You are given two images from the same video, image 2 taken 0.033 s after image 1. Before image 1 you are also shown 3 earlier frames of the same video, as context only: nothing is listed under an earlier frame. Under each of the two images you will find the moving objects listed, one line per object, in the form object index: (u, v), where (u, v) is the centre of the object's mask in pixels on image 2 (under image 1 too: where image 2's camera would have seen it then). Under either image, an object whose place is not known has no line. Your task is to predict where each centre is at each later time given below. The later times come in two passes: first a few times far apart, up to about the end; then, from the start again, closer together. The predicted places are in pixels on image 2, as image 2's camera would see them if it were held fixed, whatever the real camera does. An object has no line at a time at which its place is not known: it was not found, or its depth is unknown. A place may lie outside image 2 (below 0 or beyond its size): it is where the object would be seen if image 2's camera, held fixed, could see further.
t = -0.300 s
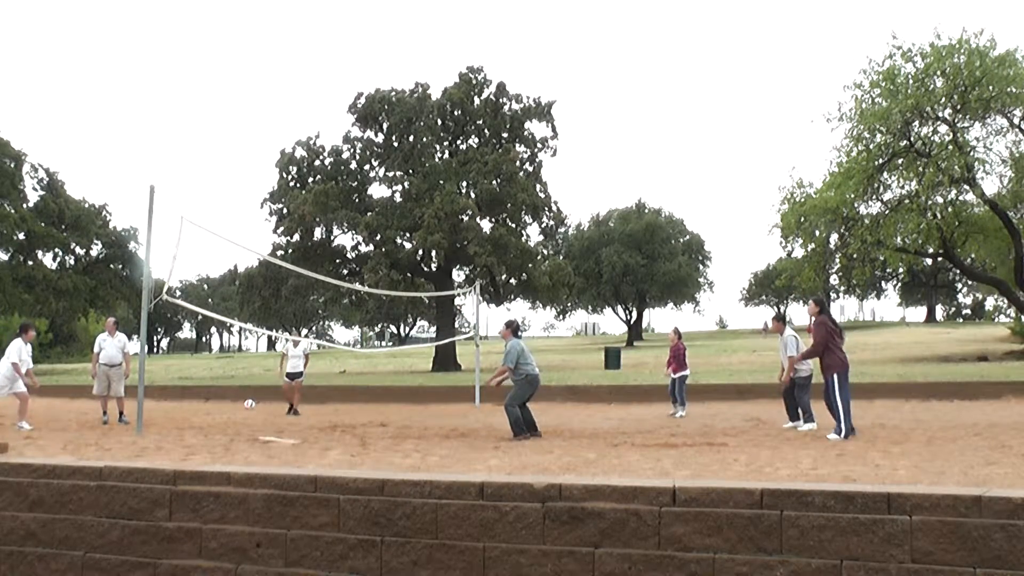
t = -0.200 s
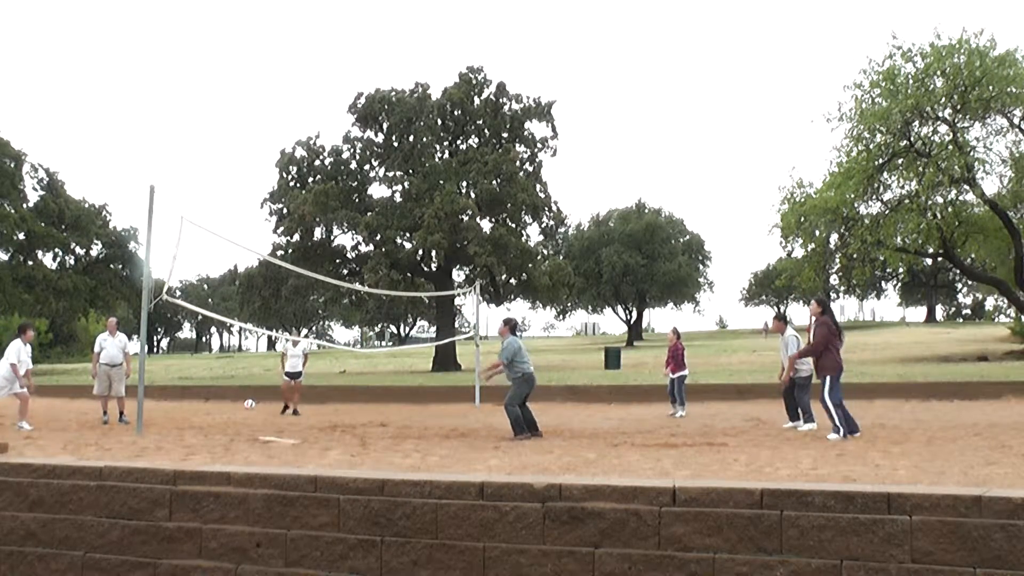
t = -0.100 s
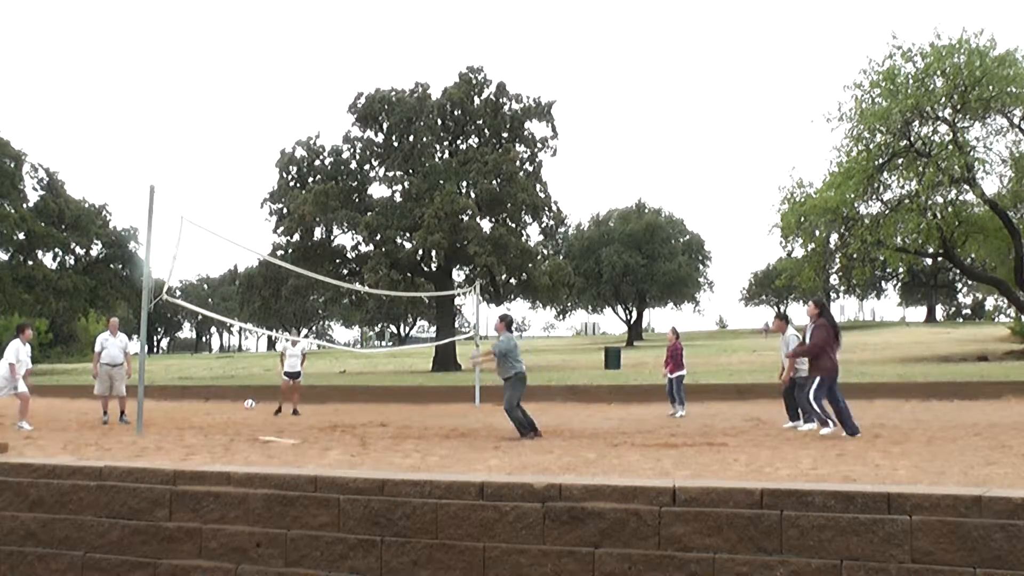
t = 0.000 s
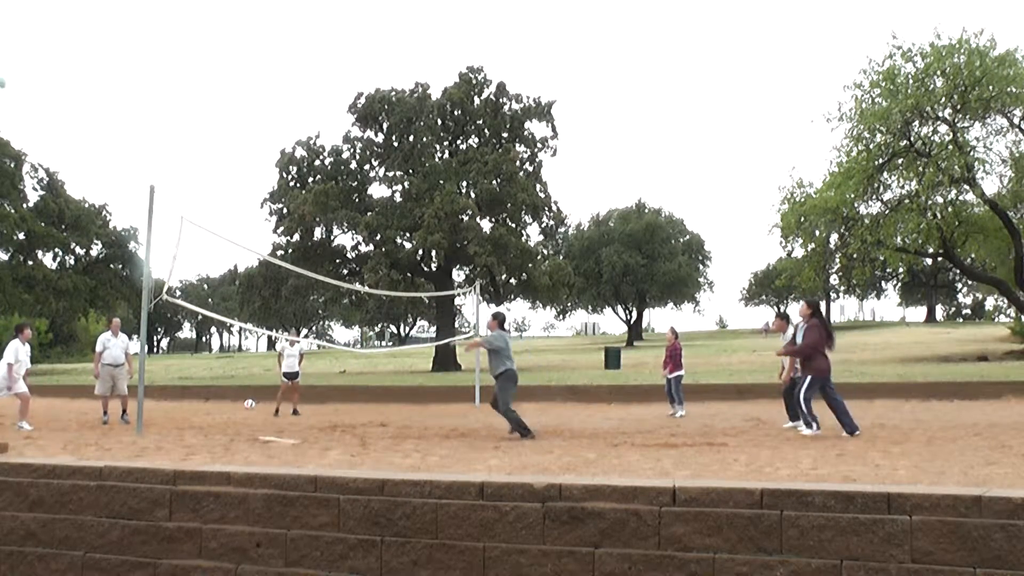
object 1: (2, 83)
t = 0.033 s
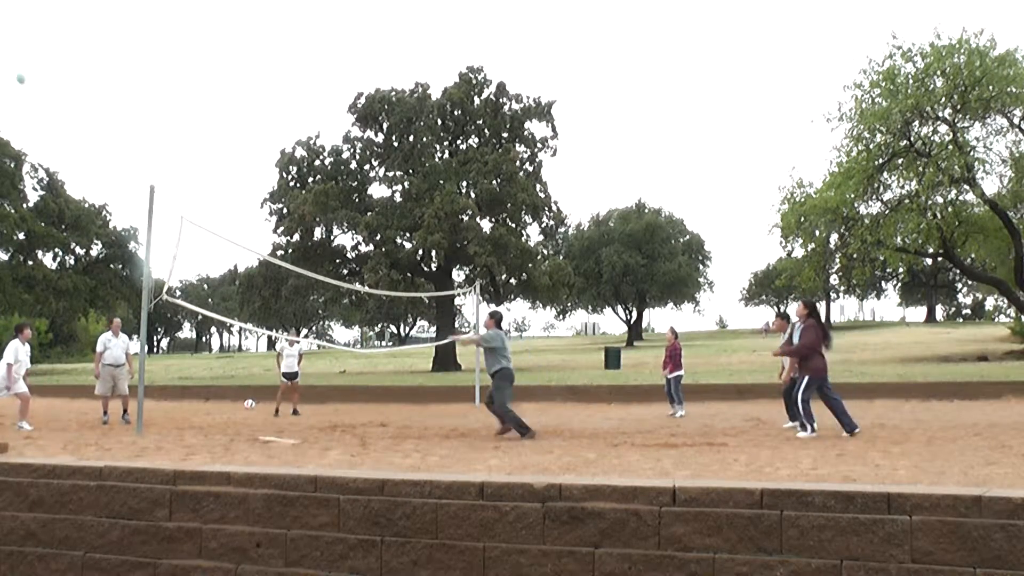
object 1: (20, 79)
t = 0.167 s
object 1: (96, 70)
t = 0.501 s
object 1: (288, 101)
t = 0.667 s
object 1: (386, 146)
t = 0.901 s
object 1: (524, 248)
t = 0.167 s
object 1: (96, 70)
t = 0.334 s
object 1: (192, 75)
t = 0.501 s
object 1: (288, 101)
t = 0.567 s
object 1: (327, 116)
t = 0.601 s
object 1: (350, 125)
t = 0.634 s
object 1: (367, 133)
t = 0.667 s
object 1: (386, 146)
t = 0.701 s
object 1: (406, 157)
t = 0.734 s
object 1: (425, 170)
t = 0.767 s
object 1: (445, 183)
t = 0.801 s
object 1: (465, 197)
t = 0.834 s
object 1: (485, 213)
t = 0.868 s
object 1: (505, 230)
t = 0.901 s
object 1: (524, 248)
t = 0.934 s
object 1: (544, 266)
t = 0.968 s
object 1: (564, 286)
